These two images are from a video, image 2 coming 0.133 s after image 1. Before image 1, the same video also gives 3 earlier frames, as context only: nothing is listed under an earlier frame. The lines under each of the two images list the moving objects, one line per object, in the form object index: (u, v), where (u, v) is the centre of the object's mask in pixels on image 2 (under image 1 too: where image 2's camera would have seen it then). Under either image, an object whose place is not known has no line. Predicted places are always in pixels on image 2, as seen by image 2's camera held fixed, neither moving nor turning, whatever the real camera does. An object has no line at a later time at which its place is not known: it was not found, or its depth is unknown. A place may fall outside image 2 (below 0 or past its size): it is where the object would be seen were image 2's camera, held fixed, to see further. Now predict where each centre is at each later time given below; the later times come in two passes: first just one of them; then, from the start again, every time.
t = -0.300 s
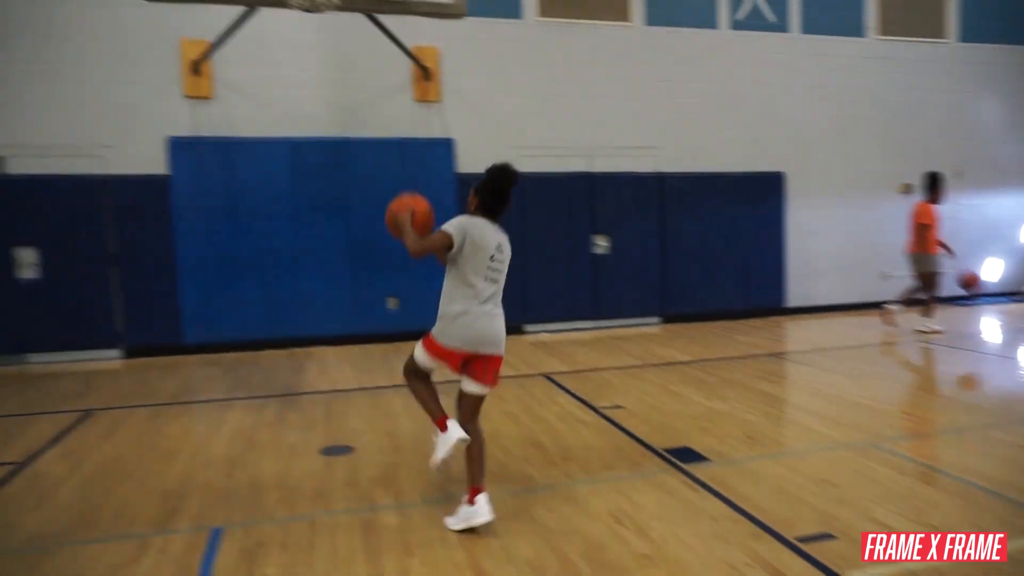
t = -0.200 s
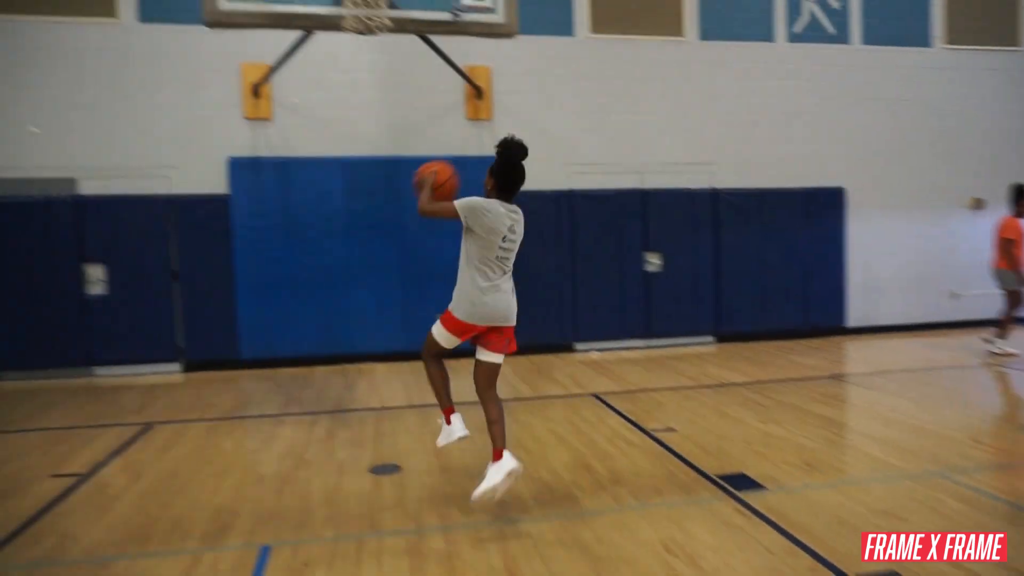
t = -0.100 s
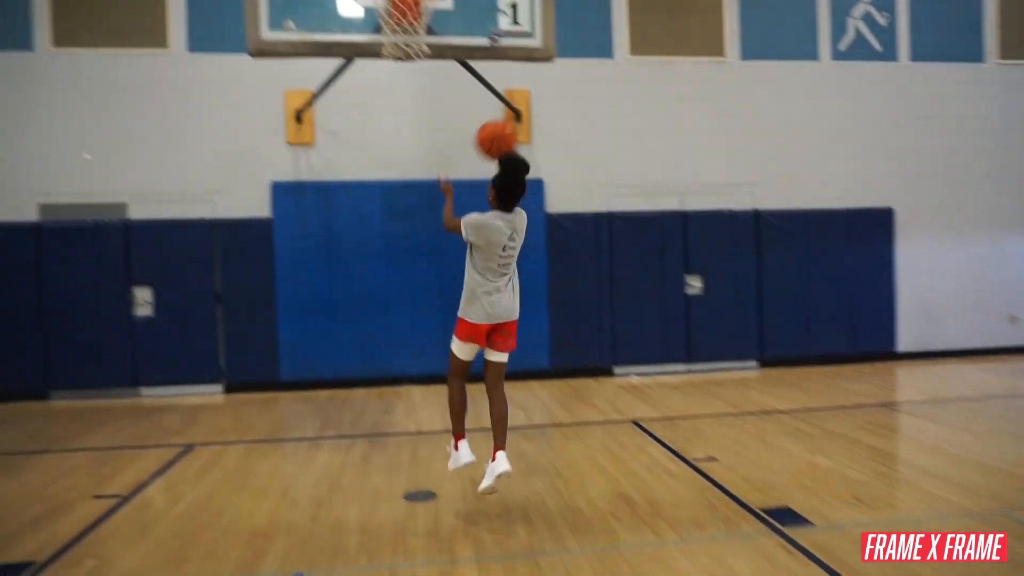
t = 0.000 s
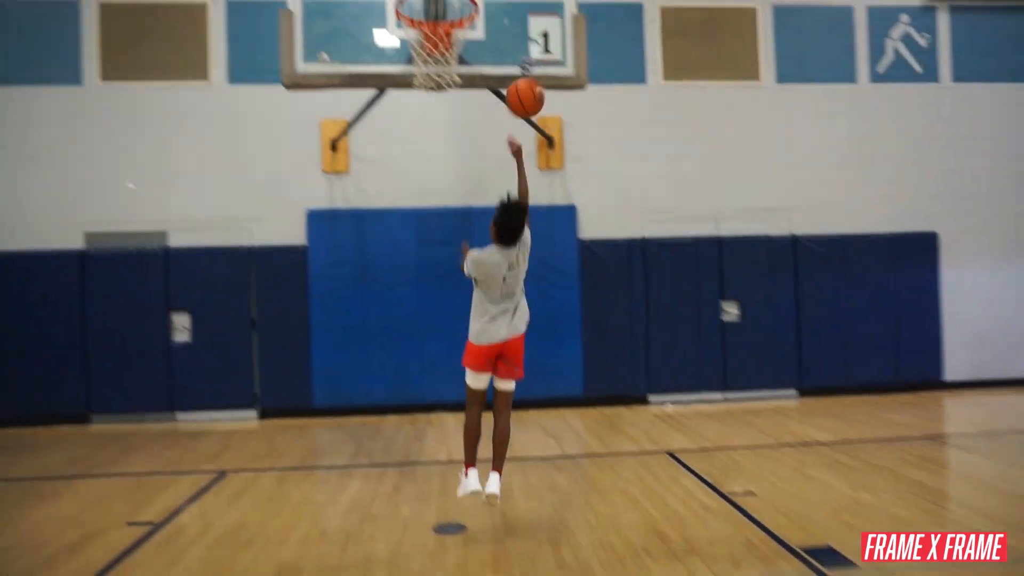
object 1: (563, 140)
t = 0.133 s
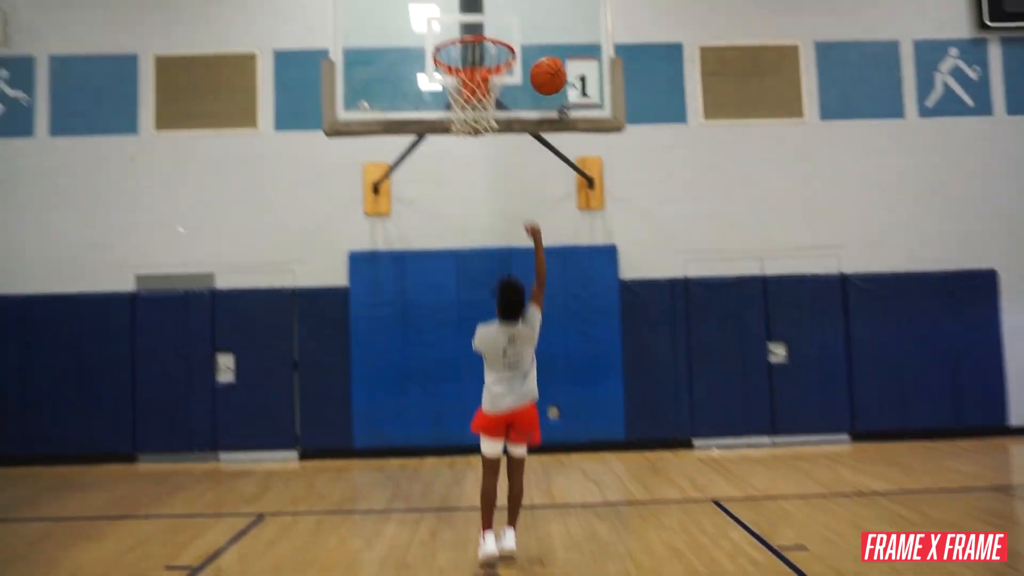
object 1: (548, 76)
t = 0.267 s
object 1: (530, 39)
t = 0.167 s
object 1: (545, 65)
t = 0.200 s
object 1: (540, 55)
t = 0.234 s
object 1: (535, 46)
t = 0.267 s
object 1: (530, 39)
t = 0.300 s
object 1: (524, 33)
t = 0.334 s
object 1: (519, 29)
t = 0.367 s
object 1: (513, 26)
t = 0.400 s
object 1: (508, 25)
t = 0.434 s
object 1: (502, 25)
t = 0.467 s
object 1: (498, 26)
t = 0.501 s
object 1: (495, 25)
